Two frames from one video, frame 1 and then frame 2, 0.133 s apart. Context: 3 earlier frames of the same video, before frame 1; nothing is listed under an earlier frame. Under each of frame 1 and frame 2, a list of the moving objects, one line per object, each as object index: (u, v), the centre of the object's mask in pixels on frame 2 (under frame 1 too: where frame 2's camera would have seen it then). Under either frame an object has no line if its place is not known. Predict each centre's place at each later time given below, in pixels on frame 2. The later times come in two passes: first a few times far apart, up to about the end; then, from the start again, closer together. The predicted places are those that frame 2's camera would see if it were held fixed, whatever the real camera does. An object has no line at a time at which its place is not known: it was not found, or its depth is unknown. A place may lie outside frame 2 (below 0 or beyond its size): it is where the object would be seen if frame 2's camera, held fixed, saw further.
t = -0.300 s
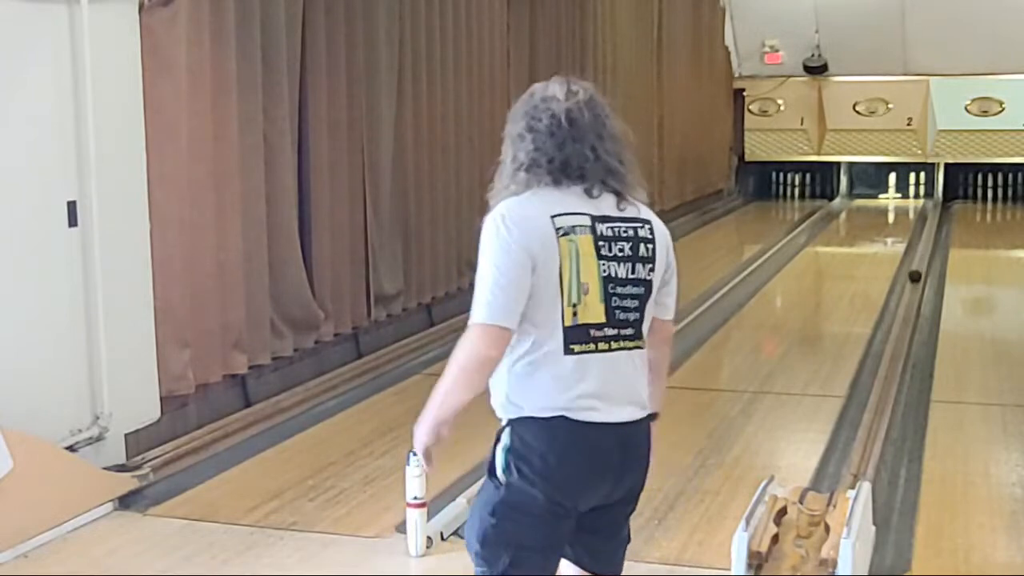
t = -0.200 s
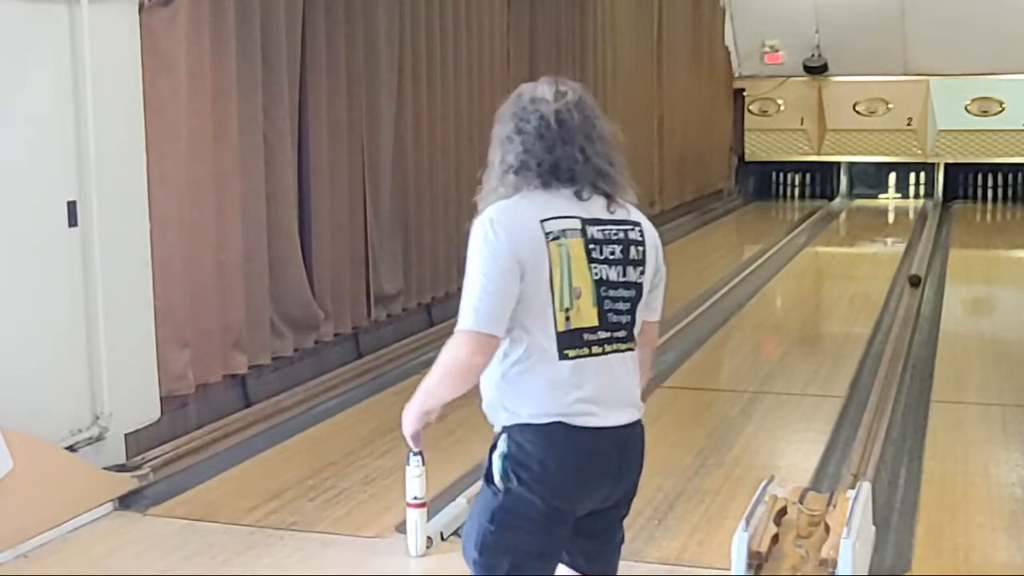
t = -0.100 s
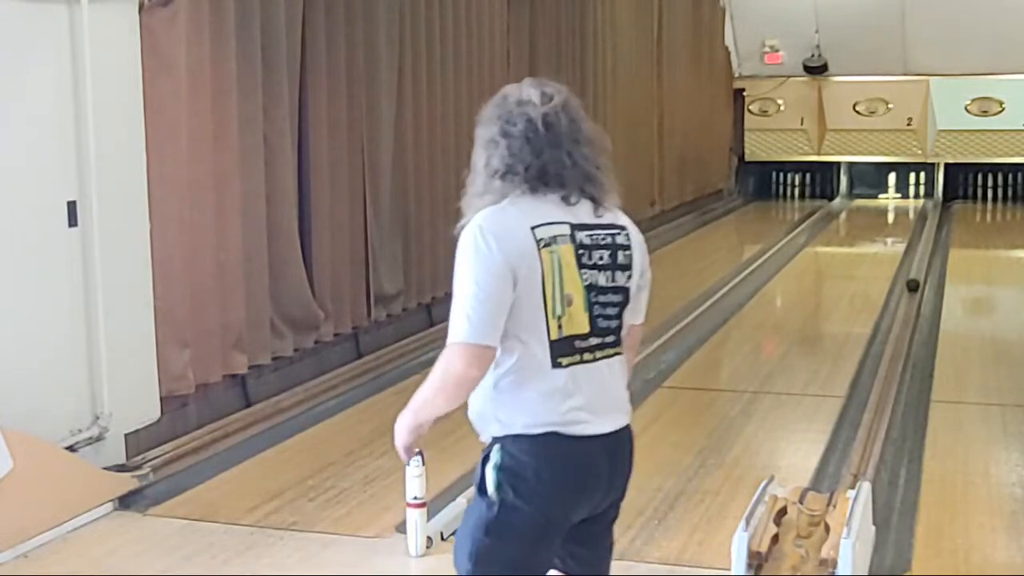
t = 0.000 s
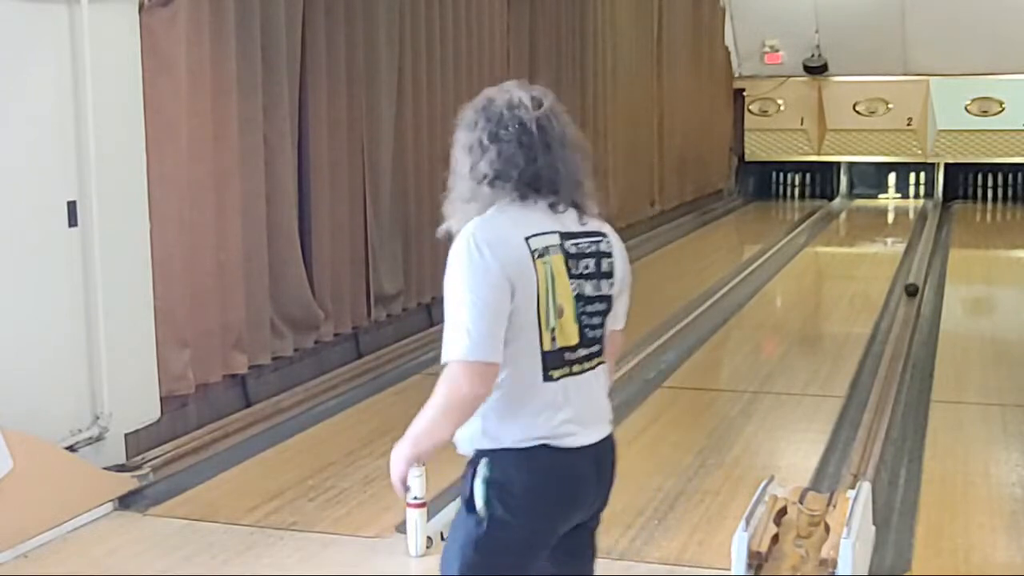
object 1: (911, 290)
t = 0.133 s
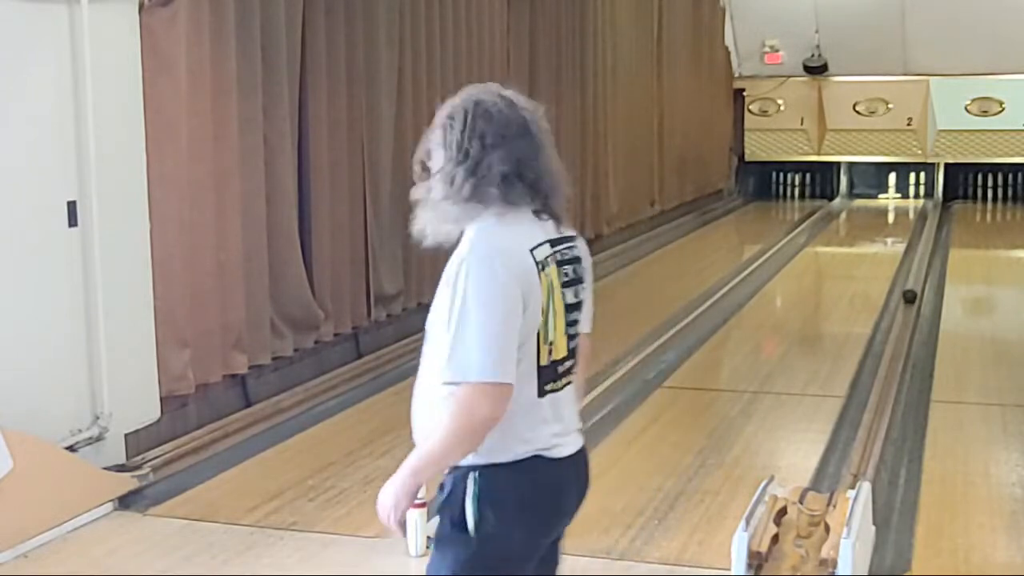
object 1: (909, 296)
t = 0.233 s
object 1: (907, 301)
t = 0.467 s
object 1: (903, 315)
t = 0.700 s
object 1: (899, 330)
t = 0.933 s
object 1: (895, 348)
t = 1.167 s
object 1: (888, 368)
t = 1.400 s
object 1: (882, 391)
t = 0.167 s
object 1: (908, 298)
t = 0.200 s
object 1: (908, 299)
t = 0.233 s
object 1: (907, 301)
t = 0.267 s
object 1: (907, 303)
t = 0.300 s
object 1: (906, 305)
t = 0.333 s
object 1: (905, 307)
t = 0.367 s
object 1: (905, 309)
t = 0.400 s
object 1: (904, 311)
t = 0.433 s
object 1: (903, 313)
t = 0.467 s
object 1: (903, 315)
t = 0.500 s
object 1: (903, 317)
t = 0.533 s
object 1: (902, 320)
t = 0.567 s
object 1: (902, 322)
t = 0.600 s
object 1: (901, 324)
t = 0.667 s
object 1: (900, 328)
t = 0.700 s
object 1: (899, 330)
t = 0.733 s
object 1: (898, 333)
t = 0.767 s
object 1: (898, 335)
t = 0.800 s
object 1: (898, 337)
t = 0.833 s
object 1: (897, 340)
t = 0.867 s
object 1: (896, 343)
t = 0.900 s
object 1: (895, 345)
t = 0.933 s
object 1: (895, 348)
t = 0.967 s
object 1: (894, 351)
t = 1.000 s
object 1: (893, 353)
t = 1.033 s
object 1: (892, 356)
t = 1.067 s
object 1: (891, 359)
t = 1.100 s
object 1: (890, 361)
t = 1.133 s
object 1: (889, 365)
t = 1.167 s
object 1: (888, 368)
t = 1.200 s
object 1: (887, 371)
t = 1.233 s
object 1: (886, 374)
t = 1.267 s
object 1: (885, 377)
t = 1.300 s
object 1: (884, 381)
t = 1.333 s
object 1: (883, 384)
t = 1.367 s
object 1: (883, 388)
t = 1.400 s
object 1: (882, 391)
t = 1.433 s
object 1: (881, 395)
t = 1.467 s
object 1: (879, 399)
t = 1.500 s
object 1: (878, 402)
